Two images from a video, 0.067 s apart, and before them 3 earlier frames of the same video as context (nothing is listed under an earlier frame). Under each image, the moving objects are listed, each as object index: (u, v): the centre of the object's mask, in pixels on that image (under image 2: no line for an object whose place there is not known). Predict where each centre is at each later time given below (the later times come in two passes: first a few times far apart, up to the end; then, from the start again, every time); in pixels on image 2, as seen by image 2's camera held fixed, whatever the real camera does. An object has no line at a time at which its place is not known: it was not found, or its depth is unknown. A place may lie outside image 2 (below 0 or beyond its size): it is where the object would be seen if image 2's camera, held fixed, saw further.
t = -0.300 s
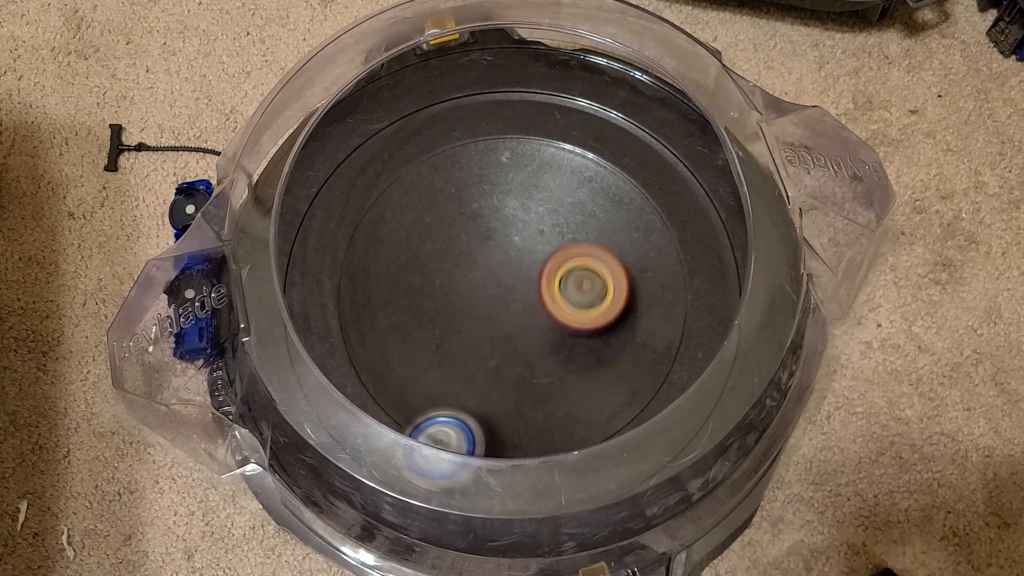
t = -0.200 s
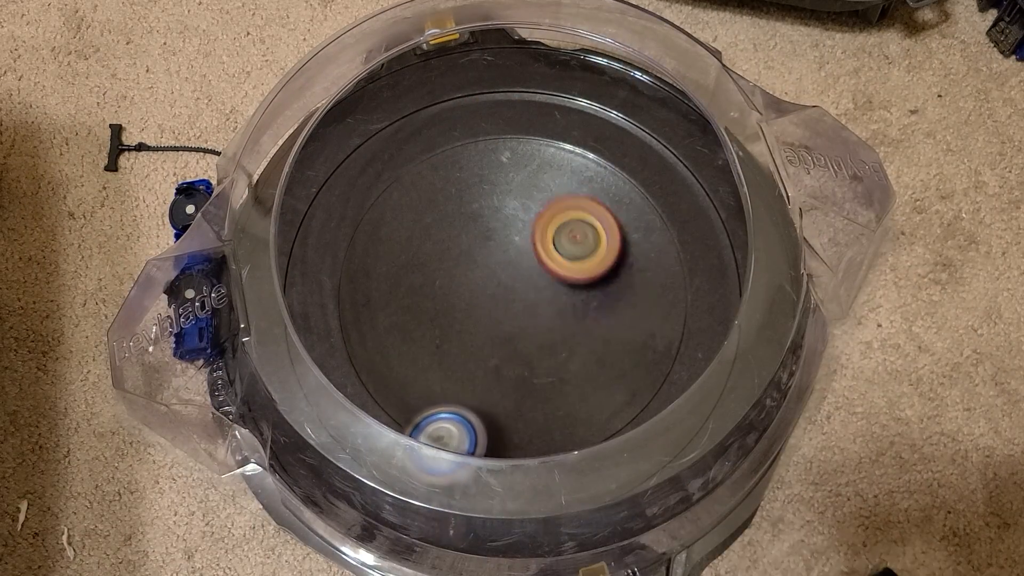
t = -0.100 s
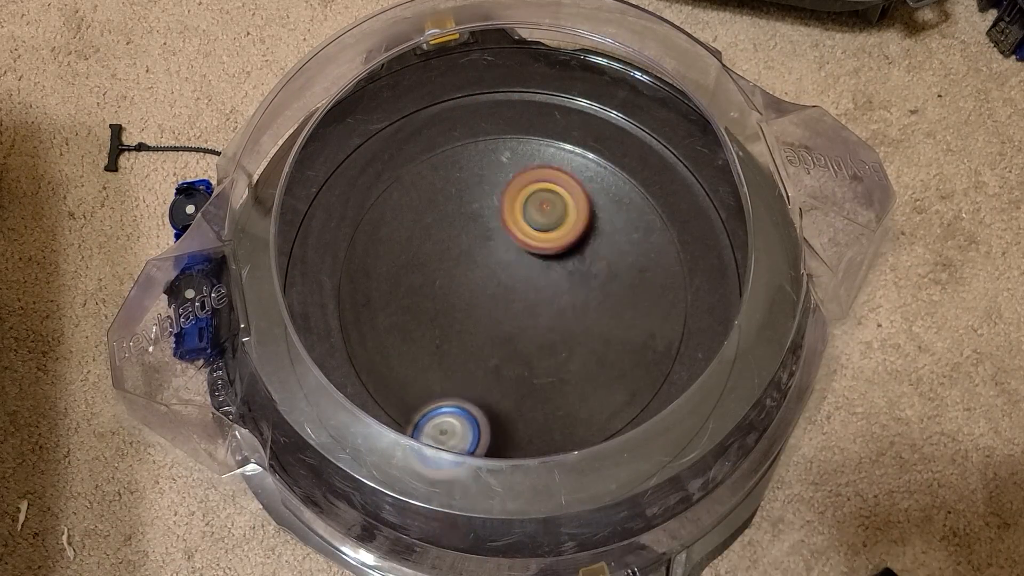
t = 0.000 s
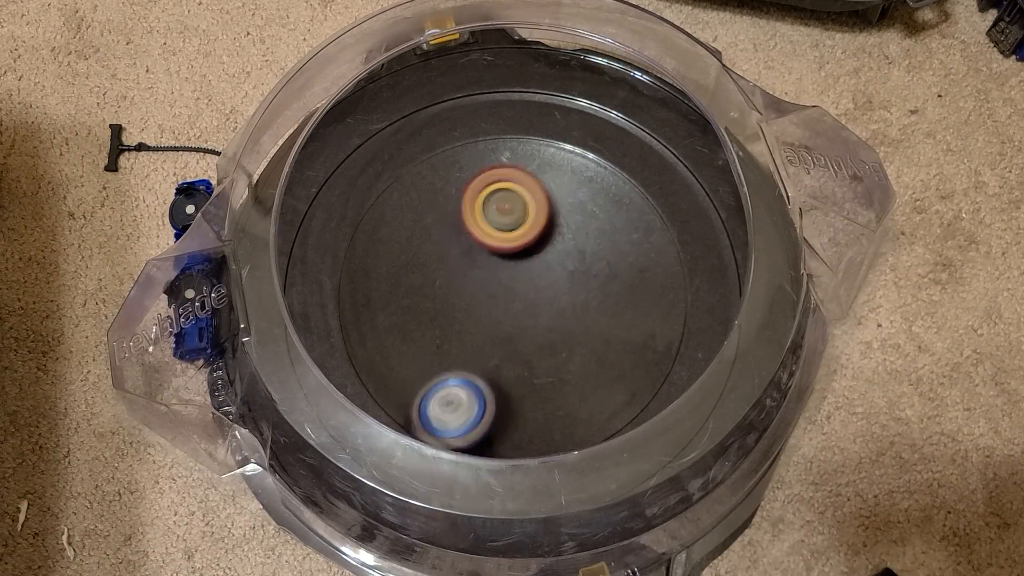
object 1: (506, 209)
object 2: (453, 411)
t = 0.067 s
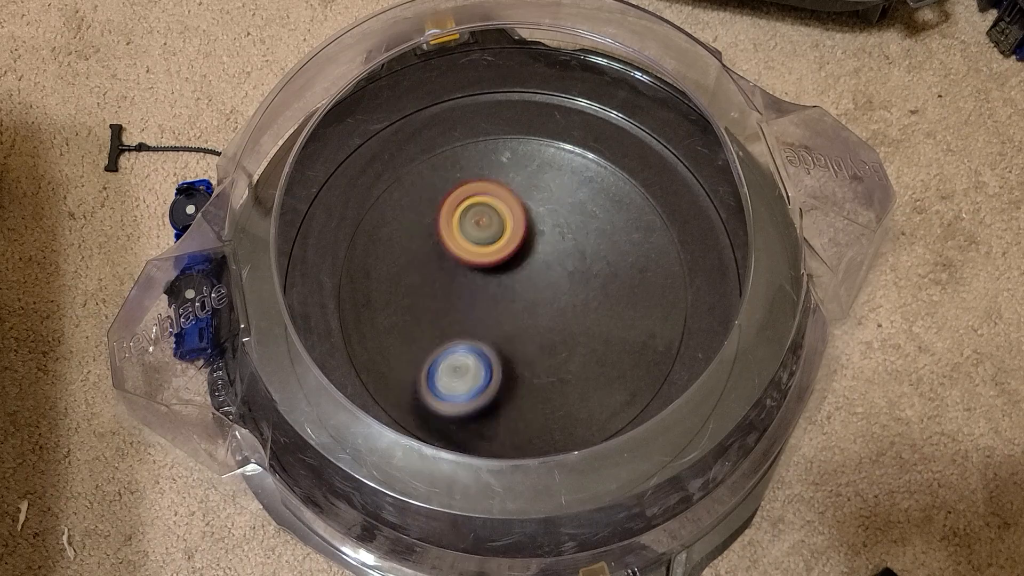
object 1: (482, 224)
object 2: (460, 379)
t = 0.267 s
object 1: (435, 211)
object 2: (532, 316)
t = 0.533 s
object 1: (471, 271)
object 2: (552, 297)
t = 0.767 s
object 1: (440, 318)
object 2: (596, 323)
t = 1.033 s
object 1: (483, 316)
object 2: (598, 274)
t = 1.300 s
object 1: (482, 296)
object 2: (564, 250)
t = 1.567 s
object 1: (480, 310)
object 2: (535, 258)
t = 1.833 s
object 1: (522, 330)
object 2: (520, 252)
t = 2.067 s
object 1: (532, 336)
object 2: (503, 242)
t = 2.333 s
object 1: (533, 316)
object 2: (485, 248)
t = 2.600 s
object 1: (551, 307)
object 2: (483, 269)
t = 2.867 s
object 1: (562, 284)
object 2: (481, 303)
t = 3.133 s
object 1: (537, 250)
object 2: (490, 317)
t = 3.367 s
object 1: (513, 250)
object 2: (509, 322)
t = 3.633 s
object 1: (485, 232)
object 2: (515, 333)
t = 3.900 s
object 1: (434, 305)
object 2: (585, 326)
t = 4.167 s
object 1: (499, 333)
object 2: (581, 308)
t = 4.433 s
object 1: (469, 396)
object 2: (648, 195)
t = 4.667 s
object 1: (575, 318)
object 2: (568, 242)
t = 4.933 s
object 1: (560, 269)
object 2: (471, 277)
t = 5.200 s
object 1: (484, 295)
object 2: (431, 228)
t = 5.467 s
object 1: (458, 349)
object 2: (592, 217)
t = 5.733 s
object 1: (542, 322)
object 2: (630, 278)
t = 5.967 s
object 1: (430, 241)
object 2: (618, 290)
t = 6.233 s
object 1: (397, 251)
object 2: (508, 291)
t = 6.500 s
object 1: (408, 284)
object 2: (529, 296)
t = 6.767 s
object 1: (417, 280)
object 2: (592, 276)
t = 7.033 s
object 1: (498, 268)
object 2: (586, 283)
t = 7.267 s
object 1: (480, 210)
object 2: (556, 309)
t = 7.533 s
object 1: (441, 217)
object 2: (527, 327)
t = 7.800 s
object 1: (451, 261)
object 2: (548, 337)
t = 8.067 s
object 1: (515, 217)
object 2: (567, 333)
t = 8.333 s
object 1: (521, 211)
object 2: (529, 303)
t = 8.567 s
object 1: (516, 219)
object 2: (525, 323)
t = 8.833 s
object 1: (510, 239)
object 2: (518, 336)
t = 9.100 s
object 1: (520, 244)
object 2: (510, 337)
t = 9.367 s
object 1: (501, 227)
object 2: (506, 351)
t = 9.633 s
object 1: (489, 226)
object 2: (513, 357)
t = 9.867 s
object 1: (467, 194)
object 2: (528, 369)
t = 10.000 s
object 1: (500, 251)
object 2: (518, 338)
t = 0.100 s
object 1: (473, 233)
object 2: (466, 359)
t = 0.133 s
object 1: (467, 246)
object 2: (473, 337)
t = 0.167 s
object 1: (458, 243)
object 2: (486, 327)
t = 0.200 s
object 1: (448, 229)
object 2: (504, 326)
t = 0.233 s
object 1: (440, 218)
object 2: (520, 323)
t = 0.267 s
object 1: (435, 211)
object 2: (532, 316)
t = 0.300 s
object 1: (433, 207)
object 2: (542, 309)
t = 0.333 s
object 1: (433, 207)
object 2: (550, 303)
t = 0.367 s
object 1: (436, 211)
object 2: (554, 298)
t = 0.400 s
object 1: (441, 218)
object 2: (556, 294)
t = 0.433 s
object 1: (447, 229)
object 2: (556, 291)
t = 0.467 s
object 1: (456, 242)
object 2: (555, 291)
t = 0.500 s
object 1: (467, 258)
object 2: (551, 293)
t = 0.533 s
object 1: (471, 271)
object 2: (552, 297)
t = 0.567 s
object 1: (453, 277)
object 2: (571, 307)
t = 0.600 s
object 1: (439, 284)
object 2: (585, 315)
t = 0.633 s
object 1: (429, 290)
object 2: (595, 321)
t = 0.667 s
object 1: (425, 297)
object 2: (600, 324)
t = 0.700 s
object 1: (425, 305)
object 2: (601, 325)
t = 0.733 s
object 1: (430, 312)
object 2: (600, 324)
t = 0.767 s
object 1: (440, 318)
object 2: (596, 323)
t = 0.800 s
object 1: (454, 323)
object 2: (590, 320)
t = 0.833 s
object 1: (472, 326)
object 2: (583, 317)
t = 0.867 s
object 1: (491, 326)
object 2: (576, 313)
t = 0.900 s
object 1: (485, 327)
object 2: (588, 303)
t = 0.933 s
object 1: (479, 326)
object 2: (597, 293)
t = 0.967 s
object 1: (477, 324)
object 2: (602, 285)
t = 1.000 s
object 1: (478, 320)
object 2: (601, 277)
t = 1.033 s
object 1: (483, 316)
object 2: (598, 274)
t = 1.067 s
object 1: (489, 312)
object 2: (594, 269)
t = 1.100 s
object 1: (495, 307)
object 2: (587, 267)
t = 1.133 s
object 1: (501, 302)
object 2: (579, 264)
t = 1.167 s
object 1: (496, 302)
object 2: (578, 259)
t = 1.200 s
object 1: (490, 302)
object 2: (577, 255)
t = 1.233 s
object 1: (485, 301)
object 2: (574, 252)
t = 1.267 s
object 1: (482, 299)
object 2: (570, 250)
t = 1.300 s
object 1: (482, 296)
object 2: (564, 250)
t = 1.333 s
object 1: (484, 294)
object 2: (558, 251)
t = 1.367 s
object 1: (483, 294)
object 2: (554, 251)
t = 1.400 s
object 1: (477, 297)
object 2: (553, 251)
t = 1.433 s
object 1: (473, 300)
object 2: (551, 251)
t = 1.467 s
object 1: (472, 302)
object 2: (547, 253)
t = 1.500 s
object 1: (473, 305)
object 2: (543, 255)
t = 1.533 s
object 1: (477, 307)
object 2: (539, 257)
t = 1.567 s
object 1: (480, 310)
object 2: (535, 258)
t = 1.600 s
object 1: (479, 319)
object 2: (534, 257)
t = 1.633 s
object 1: (480, 325)
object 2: (533, 257)
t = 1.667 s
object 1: (486, 330)
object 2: (531, 257)
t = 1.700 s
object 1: (493, 331)
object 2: (529, 257)
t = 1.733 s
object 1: (502, 329)
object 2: (526, 257)
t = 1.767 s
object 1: (511, 328)
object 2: (523, 255)
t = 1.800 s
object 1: (516, 330)
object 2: (522, 253)
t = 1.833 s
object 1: (522, 330)
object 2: (520, 252)
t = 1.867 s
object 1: (527, 326)
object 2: (518, 251)
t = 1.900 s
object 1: (529, 323)
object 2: (516, 251)
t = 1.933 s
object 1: (533, 332)
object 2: (514, 245)
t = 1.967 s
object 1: (534, 338)
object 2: (510, 240)
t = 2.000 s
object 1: (534, 340)
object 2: (507, 238)
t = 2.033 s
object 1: (534, 340)
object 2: (505, 239)
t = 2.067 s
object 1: (532, 336)
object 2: (503, 242)
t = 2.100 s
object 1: (530, 329)
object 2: (501, 246)
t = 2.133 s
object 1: (528, 319)
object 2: (498, 249)
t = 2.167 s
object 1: (529, 318)
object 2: (496, 247)
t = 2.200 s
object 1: (531, 320)
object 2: (492, 245)
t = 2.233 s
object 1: (532, 320)
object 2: (489, 245)
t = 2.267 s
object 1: (531, 317)
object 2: (488, 247)
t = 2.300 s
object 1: (531, 314)
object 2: (486, 248)
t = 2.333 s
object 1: (533, 316)
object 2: (485, 248)
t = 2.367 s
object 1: (535, 317)
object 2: (484, 249)
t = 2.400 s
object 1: (535, 315)
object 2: (483, 252)
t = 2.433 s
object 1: (536, 314)
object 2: (482, 255)
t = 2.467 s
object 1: (540, 315)
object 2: (482, 257)
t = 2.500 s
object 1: (543, 314)
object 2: (482, 260)
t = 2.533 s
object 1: (546, 311)
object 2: (482, 263)
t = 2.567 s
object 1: (548, 309)
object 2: (482, 267)
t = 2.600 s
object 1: (551, 307)
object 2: (483, 269)
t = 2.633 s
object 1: (554, 305)
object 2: (483, 273)
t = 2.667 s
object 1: (556, 303)
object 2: (484, 277)
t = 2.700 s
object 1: (558, 301)
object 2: (483, 282)
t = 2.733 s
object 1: (563, 300)
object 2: (483, 286)
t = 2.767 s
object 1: (564, 297)
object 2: (482, 290)
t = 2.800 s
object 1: (562, 294)
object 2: (482, 296)
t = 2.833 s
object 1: (561, 289)
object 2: (482, 300)
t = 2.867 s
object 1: (562, 284)
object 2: (481, 303)
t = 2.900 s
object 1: (560, 280)
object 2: (481, 307)
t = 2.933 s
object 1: (556, 275)
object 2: (481, 310)
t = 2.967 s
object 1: (553, 270)
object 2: (481, 312)
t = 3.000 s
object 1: (550, 264)
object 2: (482, 313)
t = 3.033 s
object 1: (546, 260)
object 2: (483, 315)
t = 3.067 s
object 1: (543, 257)
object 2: (485, 316)
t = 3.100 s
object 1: (540, 252)
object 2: (487, 316)
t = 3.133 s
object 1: (537, 250)
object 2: (490, 317)
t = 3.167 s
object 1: (536, 248)
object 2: (492, 316)
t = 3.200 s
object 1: (535, 246)
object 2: (493, 318)
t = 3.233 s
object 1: (533, 246)
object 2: (496, 319)
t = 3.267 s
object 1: (528, 241)
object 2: (499, 319)
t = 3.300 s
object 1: (523, 239)
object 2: (502, 319)
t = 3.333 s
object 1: (517, 244)
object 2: (506, 319)
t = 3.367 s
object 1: (513, 250)
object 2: (509, 322)
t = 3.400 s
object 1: (513, 236)
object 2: (508, 326)
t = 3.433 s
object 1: (511, 226)
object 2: (506, 340)
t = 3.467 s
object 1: (508, 215)
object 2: (505, 346)
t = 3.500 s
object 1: (504, 211)
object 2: (505, 348)
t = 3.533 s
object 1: (501, 212)
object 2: (507, 346)
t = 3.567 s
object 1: (495, 214)
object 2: (510, 343)
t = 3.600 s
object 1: (490, 221)
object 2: (512, 338)
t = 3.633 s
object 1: (485, 232)
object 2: (515, 333)
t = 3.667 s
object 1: (481, 247)
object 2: (518, 326)
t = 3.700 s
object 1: (475, 257)
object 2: (525, 328)
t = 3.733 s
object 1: (468, 264)
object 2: (532, 330)
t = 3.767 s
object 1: (465, 274)
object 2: (537, 329)
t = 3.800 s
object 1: (465, 286)
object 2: (541, 328)
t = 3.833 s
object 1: (462, 296)
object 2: (549, 327)
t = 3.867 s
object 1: (446, 301)
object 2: (569, 327)
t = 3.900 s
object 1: (434, 305)
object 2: (585, 326)
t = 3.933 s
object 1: (427, 309)
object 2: (595, 324)
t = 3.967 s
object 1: (425, 314)
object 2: (599, 322)
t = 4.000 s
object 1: (427, 317)
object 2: (601, 320)
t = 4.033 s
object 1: (434, 322)
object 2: (600, 318)
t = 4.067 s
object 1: (445, 325)
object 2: (598, 316)
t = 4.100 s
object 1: (459, 329)
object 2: (593, 314)
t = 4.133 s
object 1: (477, 332)
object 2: (588, 312)
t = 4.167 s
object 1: (499, 333)
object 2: (581, 308)
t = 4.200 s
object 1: (500, 344)
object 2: (590, 291)
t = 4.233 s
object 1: (485, 360)
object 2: (612, 265)
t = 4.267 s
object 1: (473, 373)
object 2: (628, 241)
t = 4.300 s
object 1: (464, 383)
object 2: (639, 223)
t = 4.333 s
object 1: (460, 390)
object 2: (647, 209)
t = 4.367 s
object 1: (459, 394)
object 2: (652, 200)
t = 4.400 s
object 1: (462, 396)
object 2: (651, 195)
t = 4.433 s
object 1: (469, 396)
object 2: (648, 195)
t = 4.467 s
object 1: (478, 393)
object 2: (642, 197)
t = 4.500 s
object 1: (491, 387)
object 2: (633, 202)
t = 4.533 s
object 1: (506, 380)
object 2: (623, 208)
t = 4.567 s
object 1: (523, 371)
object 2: (611, 216)
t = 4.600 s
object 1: (542, 359)
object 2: (599, 224)
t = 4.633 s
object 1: (560, 341)
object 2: (583, 234)
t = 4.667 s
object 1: (575, 318)
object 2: (568, 242)
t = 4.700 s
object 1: (583, 305)
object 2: (552, 240)
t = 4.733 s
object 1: (592, 298)
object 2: (534, 242)
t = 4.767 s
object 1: (600, 296)
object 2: (515, 244)
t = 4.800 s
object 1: (606, 299)
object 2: (500, 247)
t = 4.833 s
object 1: (599, 289)
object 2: (487, 253)
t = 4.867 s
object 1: (588, 277)
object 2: (477, 262)
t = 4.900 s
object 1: (575, 272)
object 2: (473, 269)
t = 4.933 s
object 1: (560, 269)
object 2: (471, 277)
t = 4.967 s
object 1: (554, 262)
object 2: (455, 276)
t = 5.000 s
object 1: (552, 260)
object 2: (439, 271)
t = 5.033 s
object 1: (549, 265)
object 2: (426, 267)
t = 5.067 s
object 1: (541, 268)
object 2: (418, 261)
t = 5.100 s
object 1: (527, 271)
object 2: (413, 253)
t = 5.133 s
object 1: (513, 279)
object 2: (415, 245)
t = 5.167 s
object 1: (500, 285)
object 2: (421, 236)
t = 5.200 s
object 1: (484, 295)
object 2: (431, 228)
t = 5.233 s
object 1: (472, 304)
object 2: (446, 220)
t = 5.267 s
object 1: (461, 313)
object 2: (465, 214)
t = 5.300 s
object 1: (453, 322)
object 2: (486, 209)
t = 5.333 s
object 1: (448, 329)
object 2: (508, 206)
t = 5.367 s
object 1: (447, 336)
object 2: (532, 205)
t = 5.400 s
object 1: (448, 341)
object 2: (554, 207)
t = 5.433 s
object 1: (452, 346)
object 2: (573, 212)
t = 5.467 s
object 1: (458, 349)
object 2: (592, 217)
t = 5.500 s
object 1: (467, 351)
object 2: (609, 224)
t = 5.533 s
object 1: (477, 352)
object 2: (621, 233)
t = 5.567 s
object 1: (488, 352)
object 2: (630, 241)
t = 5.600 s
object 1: (500, 349)
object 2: (635, 250)
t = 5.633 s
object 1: (512, 346)
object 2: (638, 258)
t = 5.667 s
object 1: (524, 341)
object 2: (638, 264)
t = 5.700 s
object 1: (535, 333)
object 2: (635, 272)
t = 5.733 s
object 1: (542, 322)
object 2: (630, 278)
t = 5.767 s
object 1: (540, 307)
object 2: (628, 283)
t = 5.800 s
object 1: (522, 294)
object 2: (635, 285)
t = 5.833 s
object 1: (502, 281)
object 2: (638, 287)
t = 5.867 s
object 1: (482, 269)
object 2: (635, 289)
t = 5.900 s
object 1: (463, 257)
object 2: (631, 289)
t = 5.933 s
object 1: (445, 248)
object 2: (626, 290)
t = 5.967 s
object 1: (430, 241)
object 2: (618, 290)
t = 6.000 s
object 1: (418, 236)
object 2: (607, 292)
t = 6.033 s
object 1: (407, 233)
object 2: (596, 291)
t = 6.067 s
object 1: (400, 233)
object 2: (584, 291)
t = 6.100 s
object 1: (395, 233)
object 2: (570, 292)
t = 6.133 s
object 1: (391, 236)
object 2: (553, 292)
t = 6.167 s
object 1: (391, 240)
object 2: (536, 292)
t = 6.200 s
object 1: (393, 245)
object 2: (522, 292)
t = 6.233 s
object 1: (397, 251)
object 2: (508, 291)
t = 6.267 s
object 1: (404, 257)
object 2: (496, 291)
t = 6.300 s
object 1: (414, 264)
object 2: (490, 291)
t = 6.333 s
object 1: (415, 269)
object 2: (494, 293)
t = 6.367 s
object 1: (409, 273)
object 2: (504, 295)
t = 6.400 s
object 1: (405, 277)
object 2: (515, 296)
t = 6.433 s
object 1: (404, 280)
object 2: (522, 297)
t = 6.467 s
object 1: (405, 283)
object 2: (526, 297)
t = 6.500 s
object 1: (408, 284)
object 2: (529, 296)
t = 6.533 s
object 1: (413, 286)
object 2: (529, 294)
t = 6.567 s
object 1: (420, 287)
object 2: (529, 293)
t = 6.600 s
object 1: (429, 287)
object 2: (527, 292)
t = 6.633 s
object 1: (440, 287)
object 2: (526, 291)
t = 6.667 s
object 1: (451, 285)
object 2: (528, 290)
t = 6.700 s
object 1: (437, 283)
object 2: (549, 285)
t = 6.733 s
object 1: (424, 281)
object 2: (573, 280)
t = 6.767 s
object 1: (417, 280)
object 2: (592, 276)
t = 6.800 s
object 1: (414, 280)
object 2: (605, 273)
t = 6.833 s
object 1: (417, 281)
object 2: (613, 272)
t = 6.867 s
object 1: (424, 282)
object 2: (614, 271)
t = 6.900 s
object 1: (434, 282)
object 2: (612, 273)
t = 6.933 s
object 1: (448, 281)
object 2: (608, 274)
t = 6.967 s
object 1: (464, 279)
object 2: (603, 276)
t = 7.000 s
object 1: (481, 275)
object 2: (595, 279)
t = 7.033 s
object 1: (498, 268)
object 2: (586, 283)
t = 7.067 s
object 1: (501, 257)
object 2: (587, 289)
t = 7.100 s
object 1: (499, 246)
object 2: (589, 296)
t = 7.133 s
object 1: (495, 236)
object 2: (587, 300)
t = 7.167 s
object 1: (492, 226)
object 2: (582, 303)
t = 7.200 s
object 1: (488, 220)
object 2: (575, 307)
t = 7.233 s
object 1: (484, 214)
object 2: (565, 308)
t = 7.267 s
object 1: (480, 210)
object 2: (556, 309)
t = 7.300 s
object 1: (477, 208)
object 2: (547, 310)
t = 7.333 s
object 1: (473, 208)
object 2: (538, 310)
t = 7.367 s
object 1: (470, 209)
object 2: (530, 310)
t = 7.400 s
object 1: (467, 211)
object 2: (523, 308)
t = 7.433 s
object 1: (465, 216)
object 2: (516, 308)
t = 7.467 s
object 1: (462, 224)
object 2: (511, 305)
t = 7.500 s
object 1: (456, 226)
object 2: (513, 310)
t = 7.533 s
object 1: (441, 217)
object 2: (527, 327)
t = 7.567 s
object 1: (428, 212)
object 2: (538, 340)
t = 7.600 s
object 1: (418, 209)
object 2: (547, 346)
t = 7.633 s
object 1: (411, 211)
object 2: (554, 349)
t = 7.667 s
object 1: (408, 216)
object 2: (555, 347)
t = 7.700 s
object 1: (410, 225)
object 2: (555, 345)
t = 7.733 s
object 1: (418, 237)
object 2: (553, 342)
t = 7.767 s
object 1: (431, 250)
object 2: (550, 339)
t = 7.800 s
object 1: (451, 261)
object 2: (548, 337)
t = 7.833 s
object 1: (475, 273)
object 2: (546, 334)
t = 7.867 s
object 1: (485, 267)
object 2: (557, 339)
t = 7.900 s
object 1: (491, 257)
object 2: (568, 344)
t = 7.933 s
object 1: (497, 247)
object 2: (573, 345)
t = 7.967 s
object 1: (502, 237)
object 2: (574, 344)
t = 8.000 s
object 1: (508, 229)
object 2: (573, 341)
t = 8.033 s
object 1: (512, 222)
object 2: (570, 337)
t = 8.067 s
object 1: (515, 217)
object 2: (567, 333)
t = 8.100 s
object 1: (518, 213)
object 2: (562, 328)
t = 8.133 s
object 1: (519, 211)
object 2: (558, 323)
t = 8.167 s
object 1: (520, 211)
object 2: (552, 317)
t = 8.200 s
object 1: (521, 212)
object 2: (547, 310)
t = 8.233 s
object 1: (521, 214)
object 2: (541, 303)
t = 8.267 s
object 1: (522, 215)
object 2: (536, 301)
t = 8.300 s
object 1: (521, 212)
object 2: (532, 302)
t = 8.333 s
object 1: (521, 211)
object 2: (529, 303)
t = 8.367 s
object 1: (520, 211)
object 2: (528, 304)
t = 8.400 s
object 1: (519, 213)
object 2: (527, 305)
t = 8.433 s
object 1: (518, 216)
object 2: (527, 307)
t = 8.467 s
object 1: (517, 220)
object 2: (527, 309)
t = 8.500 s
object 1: (517, 223)
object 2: (527, 311)
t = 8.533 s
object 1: (517, 222)
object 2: (526, 317)
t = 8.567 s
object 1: (516, 219)
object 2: (525, 323)
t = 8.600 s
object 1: (516, 217)
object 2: (524, 326)
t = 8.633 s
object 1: (515, 217)
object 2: (523, 327)
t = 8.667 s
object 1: (515, 217)
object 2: (522, 326)
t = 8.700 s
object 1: (513, 220)
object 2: (521, 326)
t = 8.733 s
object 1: (511, 226)
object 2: (520, 326)
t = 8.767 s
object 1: (510, 235)
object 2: (519, 325)
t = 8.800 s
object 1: (509, 239)
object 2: (519, 330)
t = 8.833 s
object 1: (510, 239)
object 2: (518, 336)
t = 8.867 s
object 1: (510, 240)
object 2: (518, 337)
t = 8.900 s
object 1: (511, 243)
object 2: (517, 337)
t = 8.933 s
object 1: (511, 247)
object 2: (516, 336)
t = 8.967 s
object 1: (514, 246)
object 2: (515, 338)
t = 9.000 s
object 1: (516, 246)
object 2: (514, 338)
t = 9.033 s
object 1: (517, 246)
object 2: (513, 337)
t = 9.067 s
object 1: (519, 247)
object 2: (512, 336)
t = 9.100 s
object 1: (520, 244)
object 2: (510, 337)
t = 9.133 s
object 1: (520, 238)
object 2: (508, 341)
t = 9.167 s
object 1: (517, 233)
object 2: (507, 341)
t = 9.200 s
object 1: (514, 232)
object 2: (506, 339)
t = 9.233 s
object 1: (510, 234)
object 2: (506, 337)
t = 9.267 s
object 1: (506, 241)
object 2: (505, 334)
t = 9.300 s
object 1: (505, 245)
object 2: (505, 335)
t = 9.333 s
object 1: (504, 236)
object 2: (505, 345)
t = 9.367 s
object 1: (501, 227)
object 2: (506, 351)
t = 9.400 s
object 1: (498, 221)
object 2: (506, 353)
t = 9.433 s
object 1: (494, 217)
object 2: (505, 351)
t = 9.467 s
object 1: (490, 217)
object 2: (504, 348)
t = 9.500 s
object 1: (487, 221)
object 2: (504, 344)
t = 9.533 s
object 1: (487, 229)
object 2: (503, 339)
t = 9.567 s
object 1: (488, 241)
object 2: (502, 335)
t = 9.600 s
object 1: (492, 242)
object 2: (505, 339)
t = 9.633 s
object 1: (489, 226)
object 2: (513, 357)
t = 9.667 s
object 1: (486, 211)
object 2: (520, 370)
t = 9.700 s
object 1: (483, 199)
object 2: (526, 379)
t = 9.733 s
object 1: (478, 189)
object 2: (530, 382)
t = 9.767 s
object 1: (474, 184)
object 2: (532, 381)
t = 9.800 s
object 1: (469, 183)
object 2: (531, 379)
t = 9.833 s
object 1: (466, 186)
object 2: (529, 375)
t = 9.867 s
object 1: (467, 194)
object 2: (528, 369)
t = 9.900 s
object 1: (470, 205)
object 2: (525, 363)
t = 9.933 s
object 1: (478, 221)
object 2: (523, 356)
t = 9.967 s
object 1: (488, 236)
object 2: (521, 347)
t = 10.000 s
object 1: (500, 251)
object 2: (518, 338)
